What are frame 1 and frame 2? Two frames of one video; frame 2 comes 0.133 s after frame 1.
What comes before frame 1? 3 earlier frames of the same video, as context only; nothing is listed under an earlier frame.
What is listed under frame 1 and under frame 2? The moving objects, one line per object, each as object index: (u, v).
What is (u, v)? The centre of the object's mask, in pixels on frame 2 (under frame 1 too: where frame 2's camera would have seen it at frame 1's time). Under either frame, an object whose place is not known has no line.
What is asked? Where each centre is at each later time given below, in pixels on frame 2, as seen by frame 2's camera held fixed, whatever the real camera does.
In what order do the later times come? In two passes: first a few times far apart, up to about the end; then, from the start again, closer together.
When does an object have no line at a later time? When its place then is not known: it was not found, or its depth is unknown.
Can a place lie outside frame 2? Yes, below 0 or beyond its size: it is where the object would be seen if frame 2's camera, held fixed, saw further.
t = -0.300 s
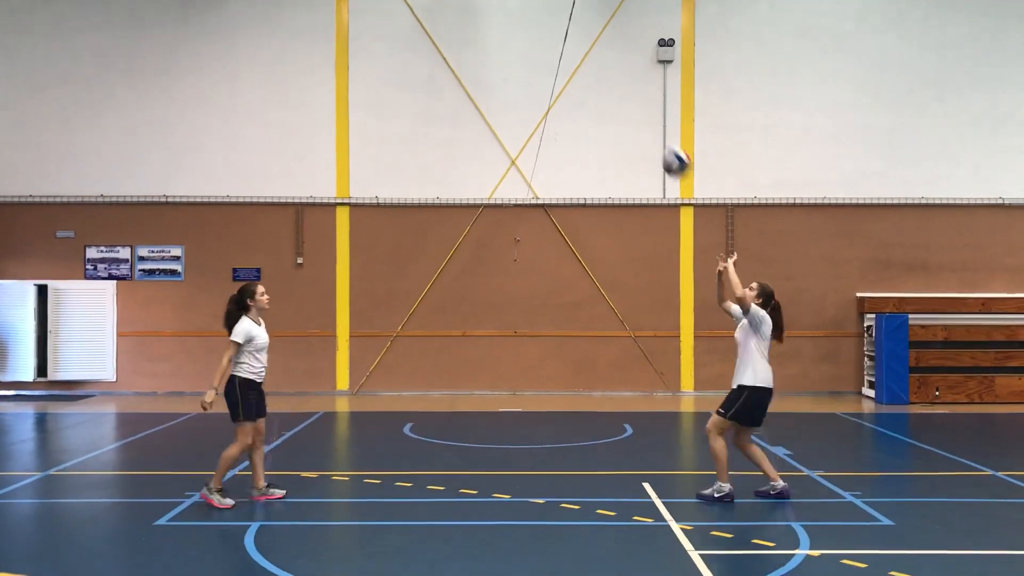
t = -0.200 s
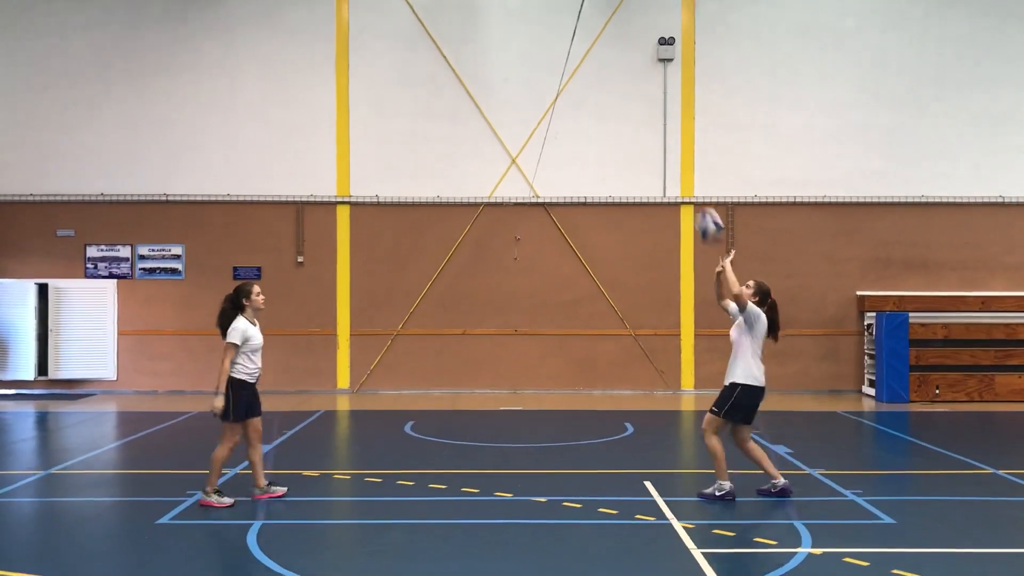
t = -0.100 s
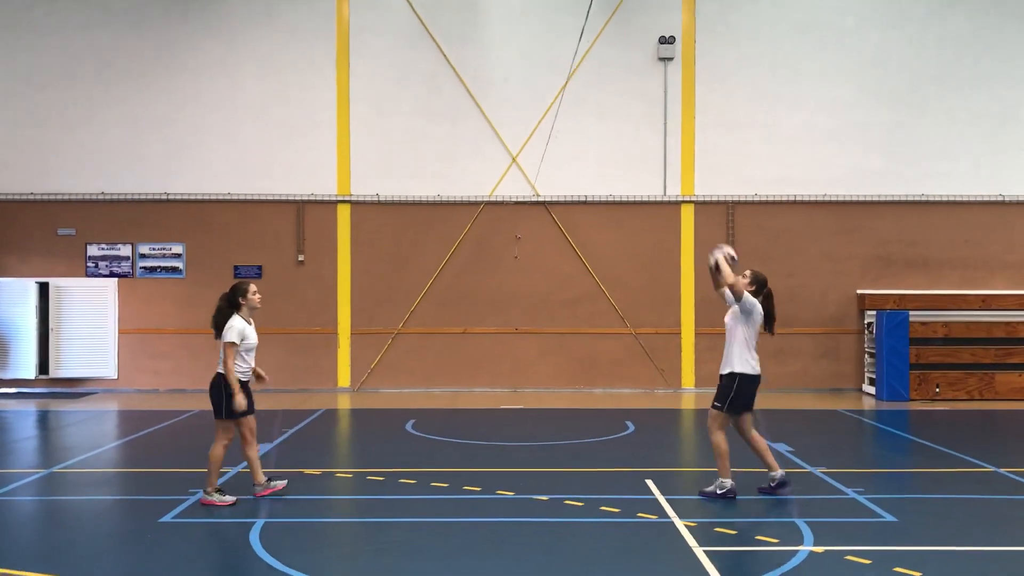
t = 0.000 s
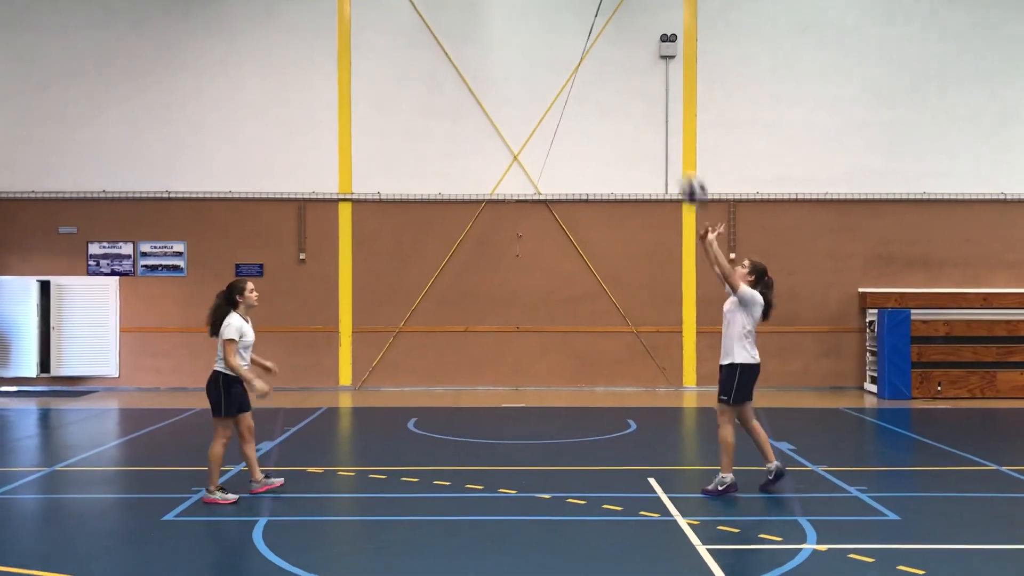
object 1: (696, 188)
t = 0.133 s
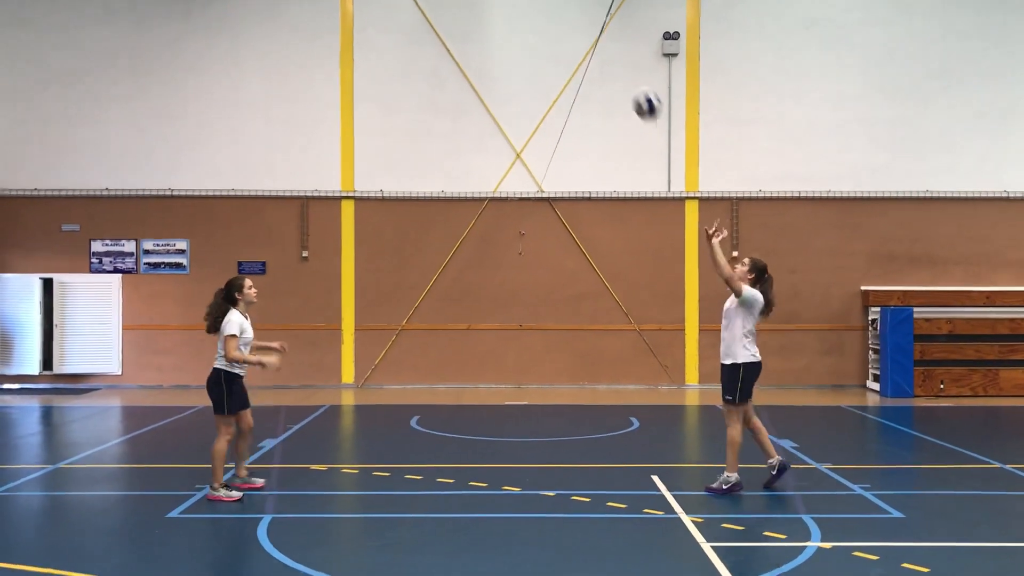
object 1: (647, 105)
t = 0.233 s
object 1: (611, 59)
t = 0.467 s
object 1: (527, 10)
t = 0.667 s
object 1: (456, 15)
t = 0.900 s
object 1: (374, 81)
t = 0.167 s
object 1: (635, 88)
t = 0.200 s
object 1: (623, 73)
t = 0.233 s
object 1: (611, 59)
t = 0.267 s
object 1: (598, 47)
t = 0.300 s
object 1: (586, 35)
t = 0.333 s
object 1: (574, 25)
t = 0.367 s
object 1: (562, 17)
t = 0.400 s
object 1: (551, 14)
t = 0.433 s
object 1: (538, 12)
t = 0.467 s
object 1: (527, 10)
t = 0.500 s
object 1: (515, 10)
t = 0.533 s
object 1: (504, 10)
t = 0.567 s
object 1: (492, 10)
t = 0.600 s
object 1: (480, 11)
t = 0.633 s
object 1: (469, 12)
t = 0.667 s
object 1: (456, 15)
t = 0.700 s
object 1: (445, 18)
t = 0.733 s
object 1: (432, 23)
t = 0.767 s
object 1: (420, 32)
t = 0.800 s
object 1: (410, 41)
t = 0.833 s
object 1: (399, 53)
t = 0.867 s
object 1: (387, 66)
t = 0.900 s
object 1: (374, 81)
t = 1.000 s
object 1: (341, 135)
